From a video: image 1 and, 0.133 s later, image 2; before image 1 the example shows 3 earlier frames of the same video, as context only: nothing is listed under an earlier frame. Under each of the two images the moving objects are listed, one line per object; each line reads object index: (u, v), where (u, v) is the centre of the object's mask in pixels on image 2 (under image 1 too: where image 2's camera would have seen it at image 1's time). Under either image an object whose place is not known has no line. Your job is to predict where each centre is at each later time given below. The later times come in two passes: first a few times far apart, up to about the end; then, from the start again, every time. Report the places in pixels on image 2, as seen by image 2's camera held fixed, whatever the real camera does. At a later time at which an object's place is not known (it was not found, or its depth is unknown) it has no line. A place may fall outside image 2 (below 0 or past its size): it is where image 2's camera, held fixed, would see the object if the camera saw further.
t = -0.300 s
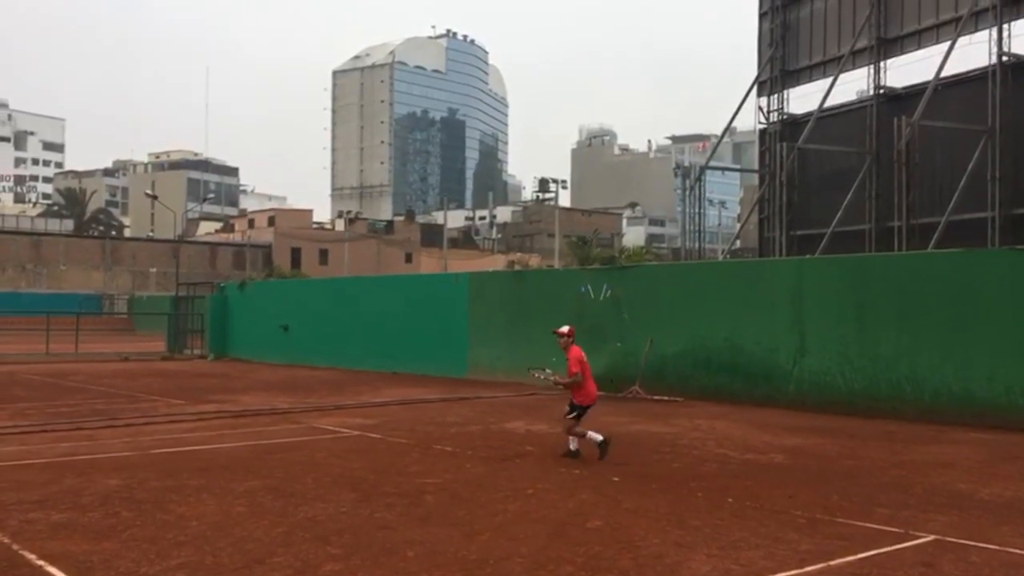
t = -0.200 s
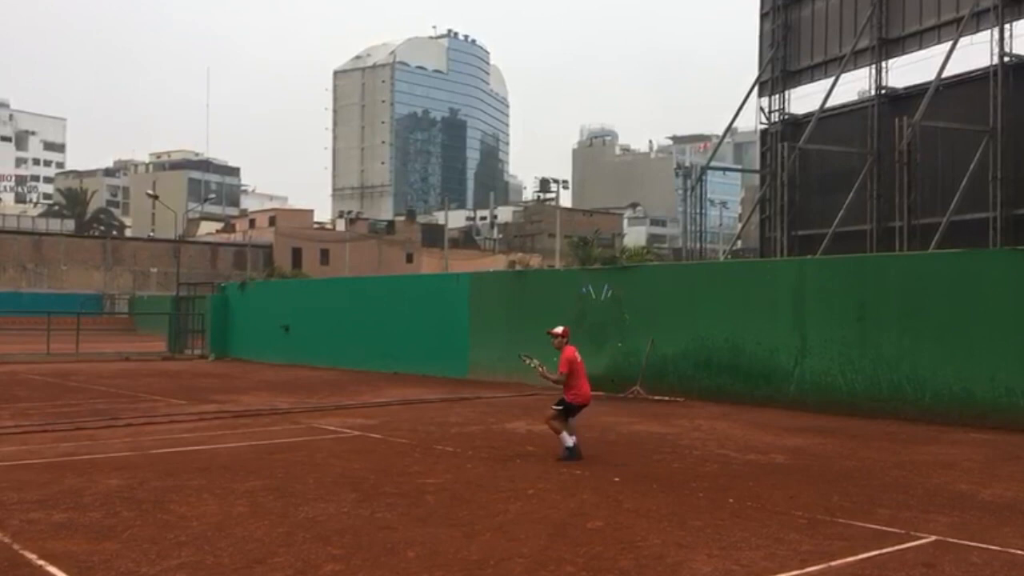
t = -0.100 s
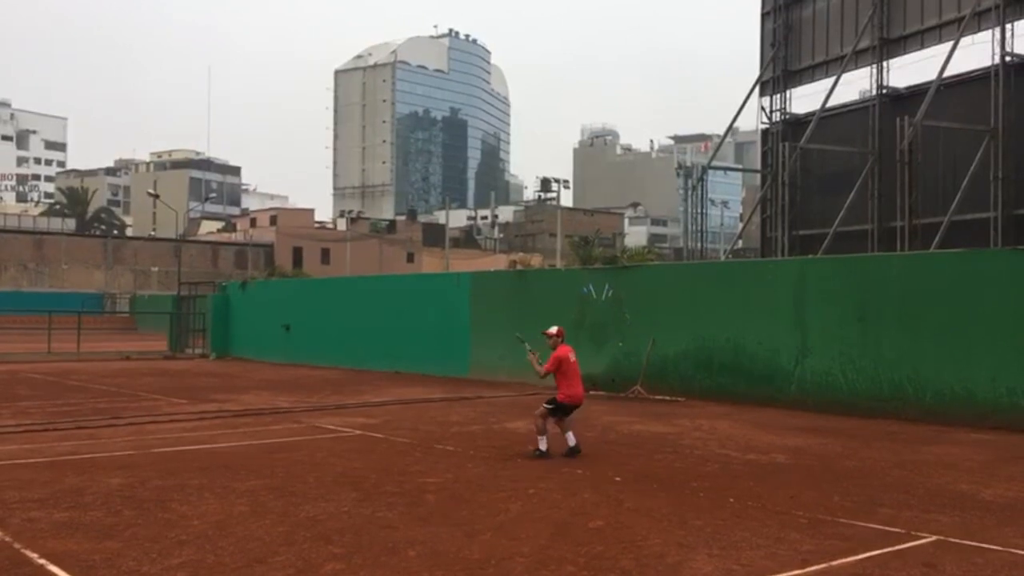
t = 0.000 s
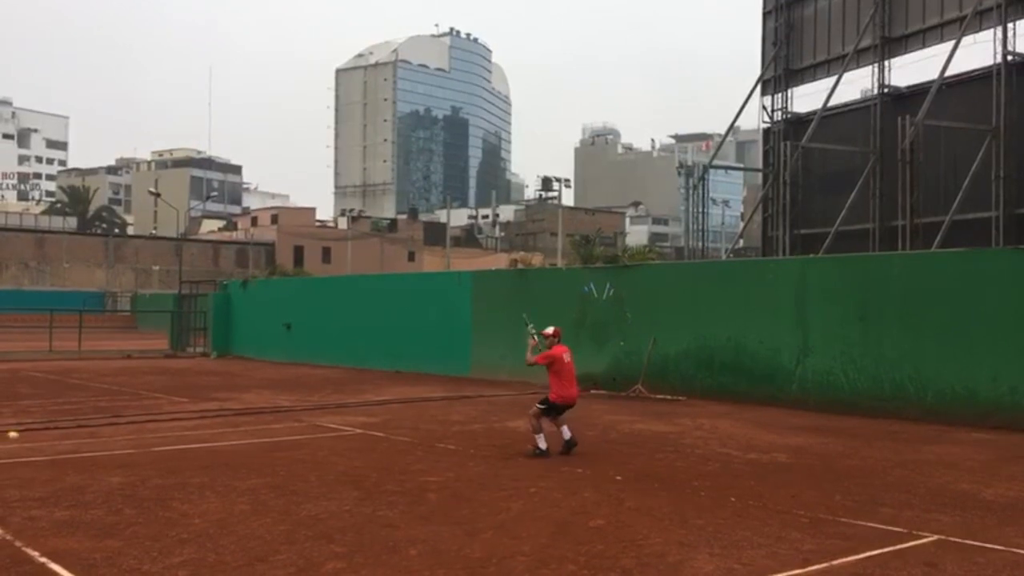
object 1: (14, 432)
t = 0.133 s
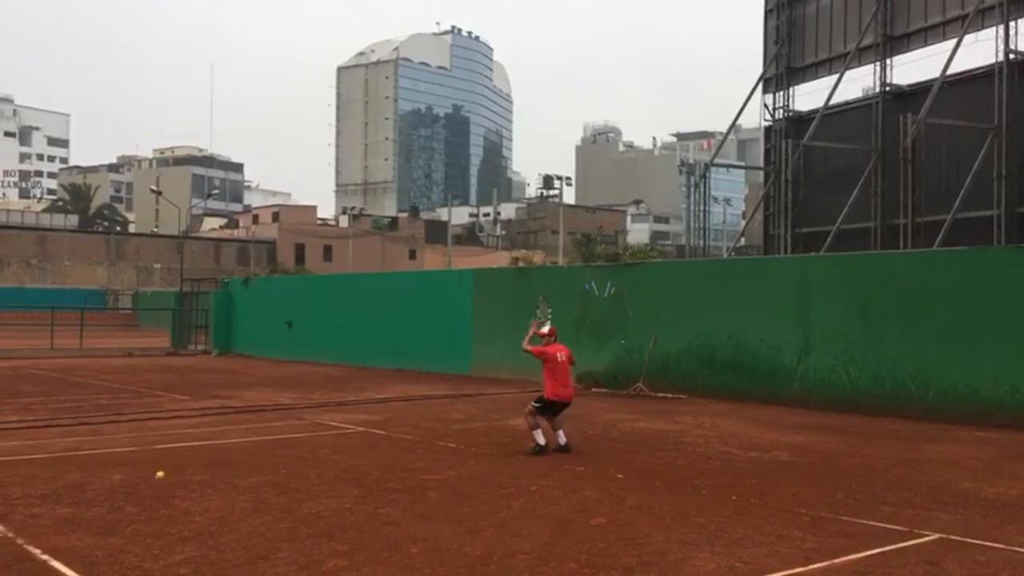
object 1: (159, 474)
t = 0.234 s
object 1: (220, 427)
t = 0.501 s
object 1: (352, 368)
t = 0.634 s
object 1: (406, 368)
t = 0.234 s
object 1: (220, 427)
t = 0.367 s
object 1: (291, 387)
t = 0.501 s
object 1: (352, 368)
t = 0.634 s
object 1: (406, 368)
